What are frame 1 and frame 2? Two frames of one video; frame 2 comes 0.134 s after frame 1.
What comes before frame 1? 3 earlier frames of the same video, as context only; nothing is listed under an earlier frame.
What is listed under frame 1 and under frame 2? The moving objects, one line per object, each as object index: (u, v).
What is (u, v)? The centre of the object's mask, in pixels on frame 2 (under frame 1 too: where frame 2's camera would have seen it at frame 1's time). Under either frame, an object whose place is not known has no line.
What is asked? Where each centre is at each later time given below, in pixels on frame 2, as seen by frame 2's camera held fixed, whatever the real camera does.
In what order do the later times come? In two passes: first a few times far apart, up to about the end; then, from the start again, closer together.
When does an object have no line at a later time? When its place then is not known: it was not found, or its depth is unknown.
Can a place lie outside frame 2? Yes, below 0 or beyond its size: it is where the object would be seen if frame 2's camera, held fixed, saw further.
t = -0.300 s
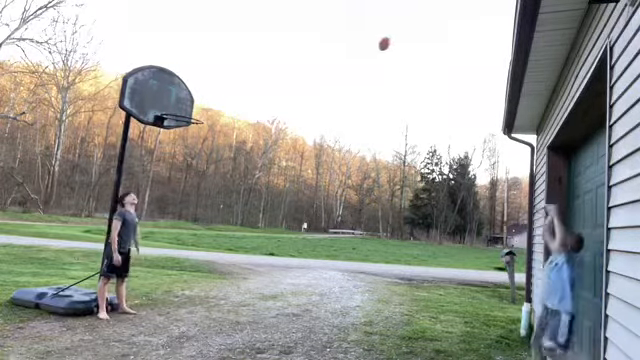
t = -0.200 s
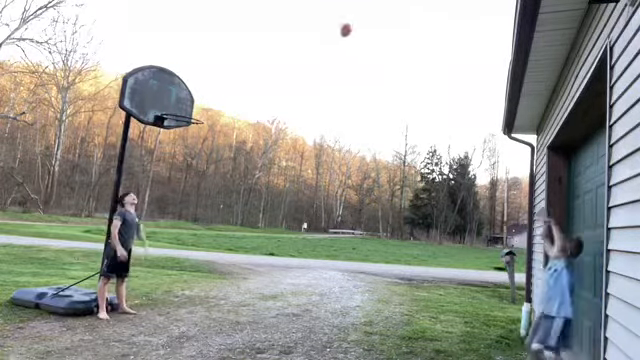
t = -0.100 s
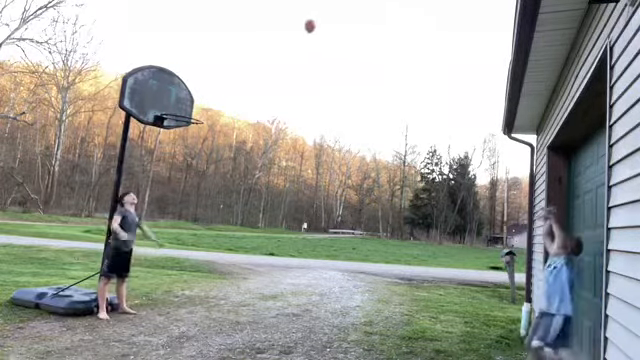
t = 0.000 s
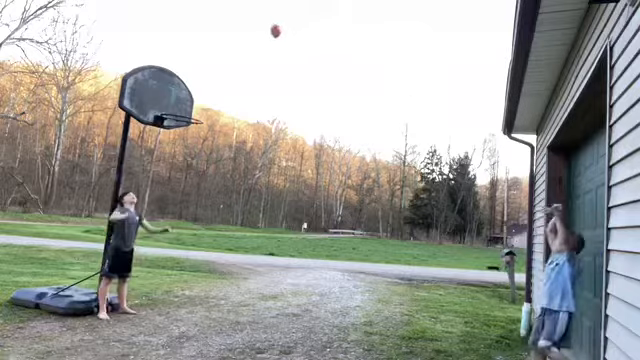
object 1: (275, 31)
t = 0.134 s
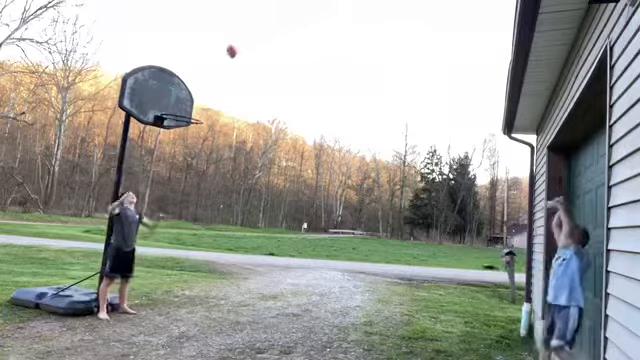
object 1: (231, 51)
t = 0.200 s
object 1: (210, 66)
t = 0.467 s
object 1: (160, 90)
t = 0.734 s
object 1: (175, 89)
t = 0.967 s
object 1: (184, 111)
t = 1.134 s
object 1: (183, 129)
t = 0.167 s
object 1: (220, 58)
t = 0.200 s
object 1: (210, 66)
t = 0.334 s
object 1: (168, 105)
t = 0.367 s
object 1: (165, 104)
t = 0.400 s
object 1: (164, 100)
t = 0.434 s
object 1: (161, 93)
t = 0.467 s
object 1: (160, 90)
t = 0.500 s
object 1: (158, 88)
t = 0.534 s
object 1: (158, 84)
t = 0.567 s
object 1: (160, 84)
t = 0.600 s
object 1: (164, 84)
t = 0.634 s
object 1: (167, 84)
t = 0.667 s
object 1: (169, 85)
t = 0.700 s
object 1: (171, 87)
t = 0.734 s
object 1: (175, 89)
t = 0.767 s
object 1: (175, 89)
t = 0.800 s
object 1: (179, 100)
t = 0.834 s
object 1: (182, 105)
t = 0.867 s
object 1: (184, 109)
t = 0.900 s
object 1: (185, 110)
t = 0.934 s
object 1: (184, 111)
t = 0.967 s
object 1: (184, 111)
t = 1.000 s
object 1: (185, 113)
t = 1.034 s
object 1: (187, 118)
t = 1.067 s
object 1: (185, 124)
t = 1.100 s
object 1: (184, 126)
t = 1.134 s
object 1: (183, 129)
